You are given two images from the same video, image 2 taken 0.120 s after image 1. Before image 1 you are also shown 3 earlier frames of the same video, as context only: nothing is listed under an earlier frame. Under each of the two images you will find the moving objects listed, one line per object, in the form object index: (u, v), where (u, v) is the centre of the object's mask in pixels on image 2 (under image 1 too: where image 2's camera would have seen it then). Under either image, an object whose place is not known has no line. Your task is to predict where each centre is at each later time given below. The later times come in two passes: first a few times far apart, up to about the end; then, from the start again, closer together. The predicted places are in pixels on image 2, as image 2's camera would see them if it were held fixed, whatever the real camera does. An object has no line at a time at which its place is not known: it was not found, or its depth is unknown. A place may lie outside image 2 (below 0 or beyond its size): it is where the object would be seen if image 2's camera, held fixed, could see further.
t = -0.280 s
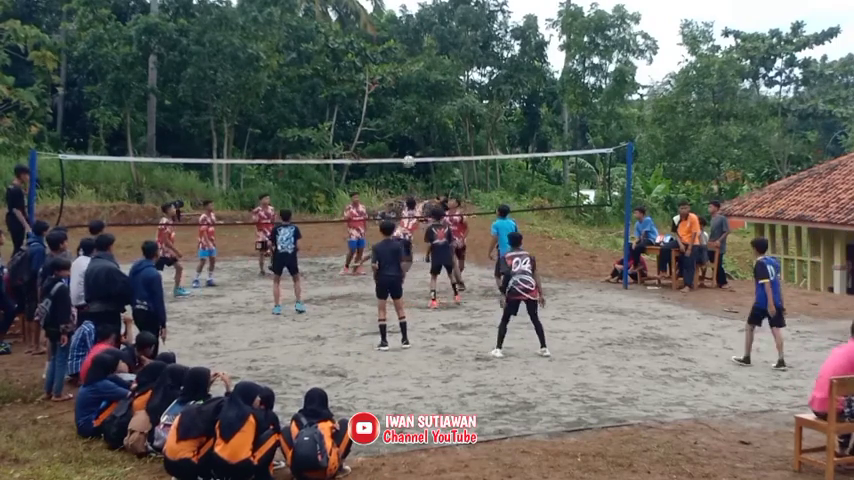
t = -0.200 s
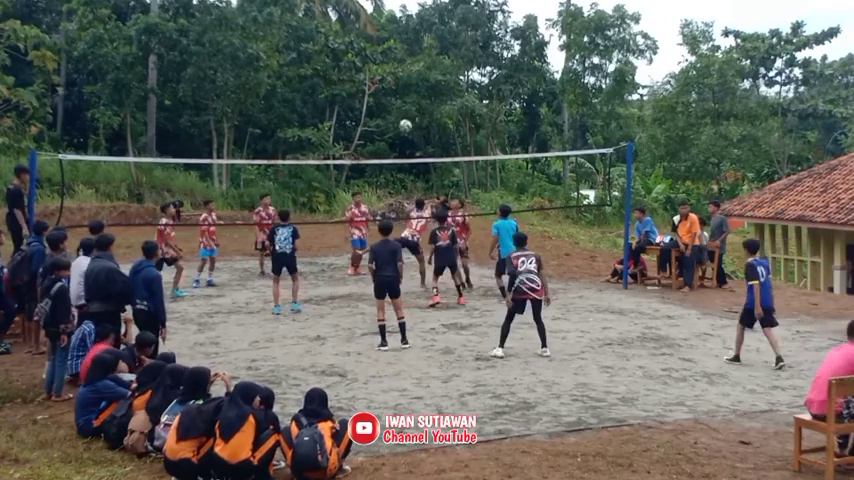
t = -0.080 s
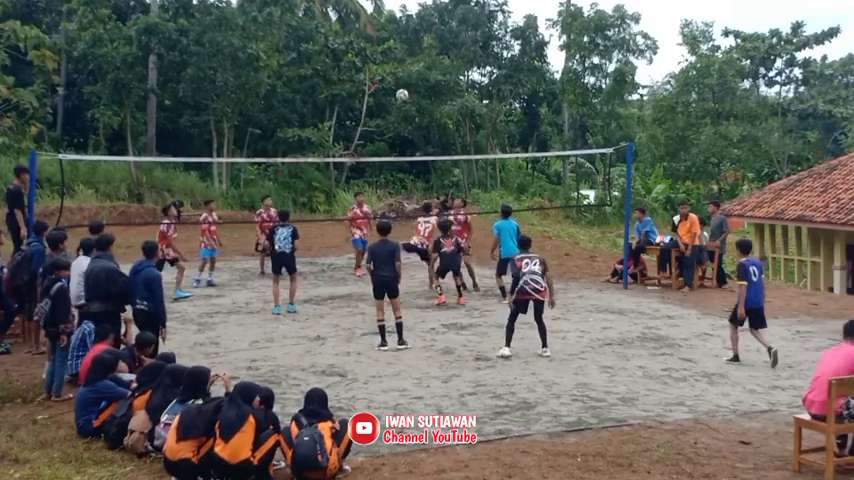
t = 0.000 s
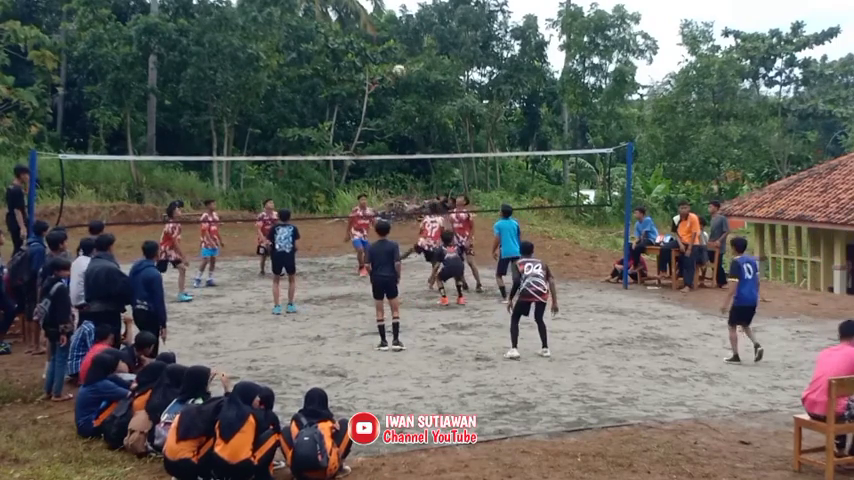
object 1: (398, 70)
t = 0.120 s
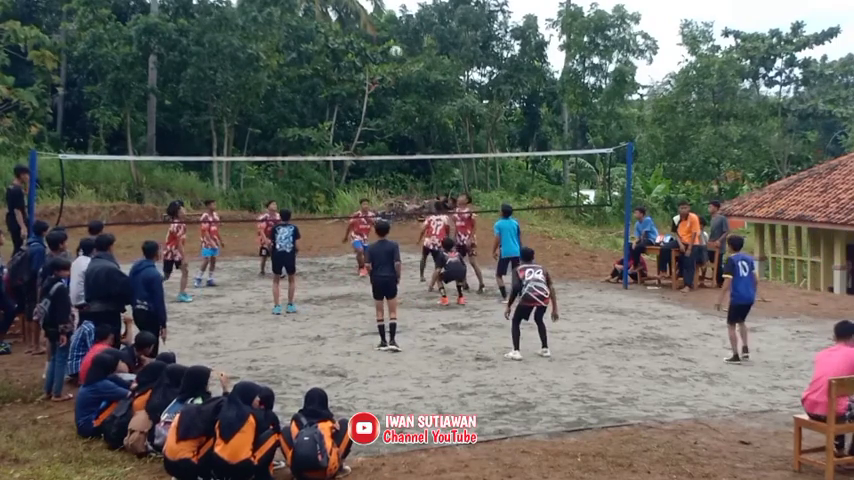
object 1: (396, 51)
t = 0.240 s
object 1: (391, 35)
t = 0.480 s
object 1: (384, 33)
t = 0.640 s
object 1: (381, 45)
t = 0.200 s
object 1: (394, 42)
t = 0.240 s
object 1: (391, 35)
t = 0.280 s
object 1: (390, 33)
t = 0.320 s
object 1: (390, 32)
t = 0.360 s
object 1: (389, 31)
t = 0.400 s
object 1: (388, 31)
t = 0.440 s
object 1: (386, 31)
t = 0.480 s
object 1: (384, 33)
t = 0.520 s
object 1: (383, 35)
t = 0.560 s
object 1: (382, 37)
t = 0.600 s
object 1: (381, 40)
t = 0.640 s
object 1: (381, 45)
